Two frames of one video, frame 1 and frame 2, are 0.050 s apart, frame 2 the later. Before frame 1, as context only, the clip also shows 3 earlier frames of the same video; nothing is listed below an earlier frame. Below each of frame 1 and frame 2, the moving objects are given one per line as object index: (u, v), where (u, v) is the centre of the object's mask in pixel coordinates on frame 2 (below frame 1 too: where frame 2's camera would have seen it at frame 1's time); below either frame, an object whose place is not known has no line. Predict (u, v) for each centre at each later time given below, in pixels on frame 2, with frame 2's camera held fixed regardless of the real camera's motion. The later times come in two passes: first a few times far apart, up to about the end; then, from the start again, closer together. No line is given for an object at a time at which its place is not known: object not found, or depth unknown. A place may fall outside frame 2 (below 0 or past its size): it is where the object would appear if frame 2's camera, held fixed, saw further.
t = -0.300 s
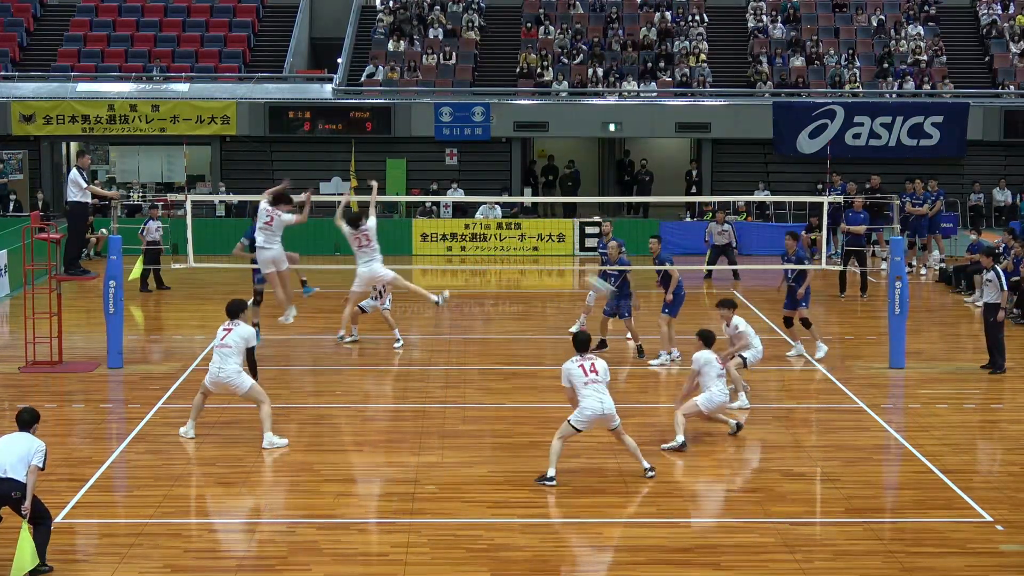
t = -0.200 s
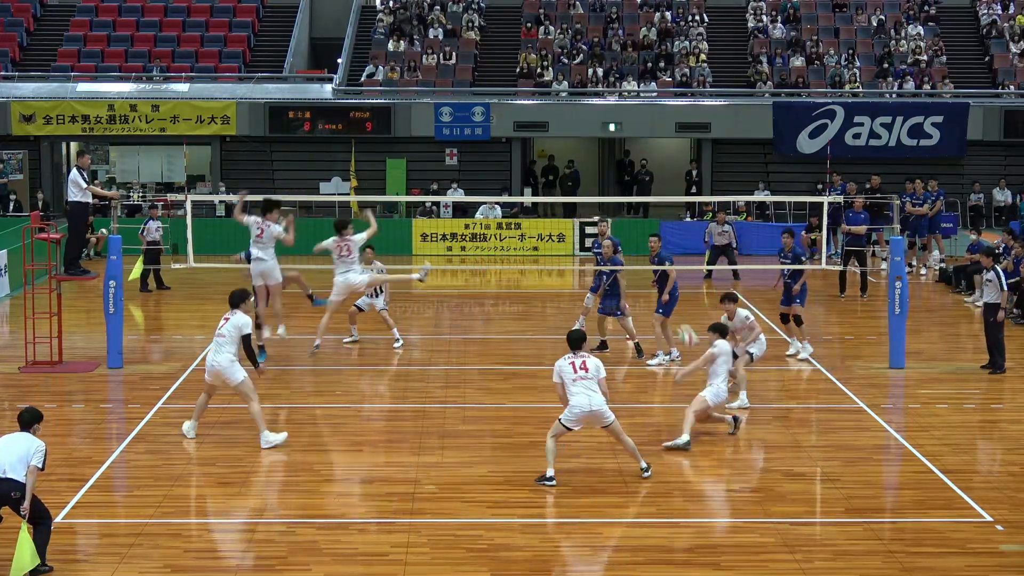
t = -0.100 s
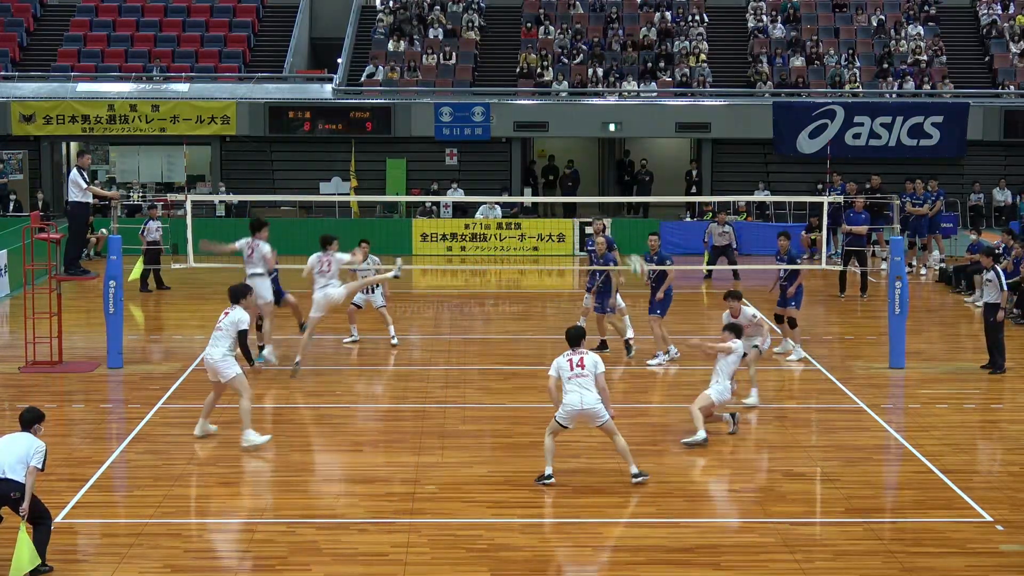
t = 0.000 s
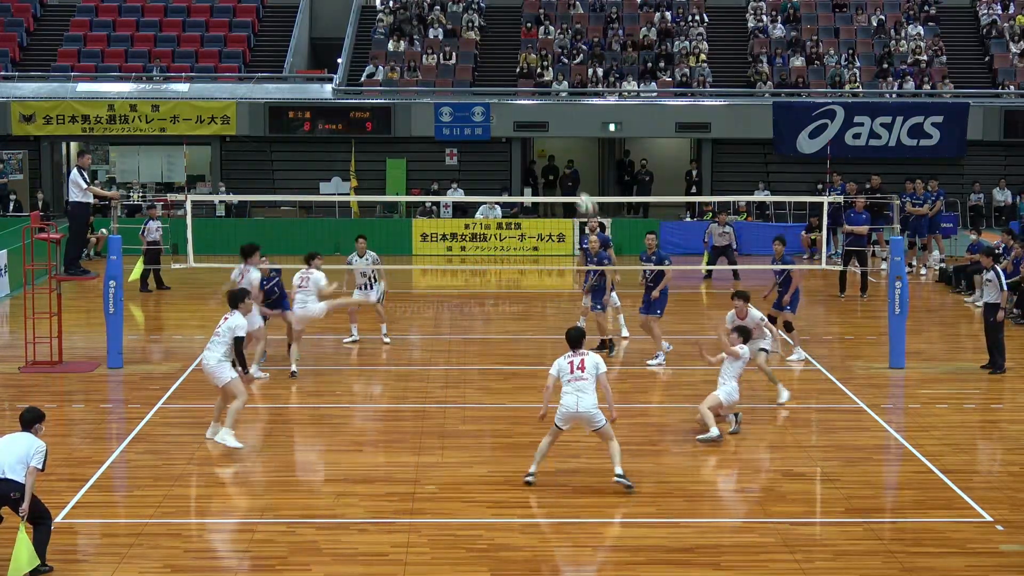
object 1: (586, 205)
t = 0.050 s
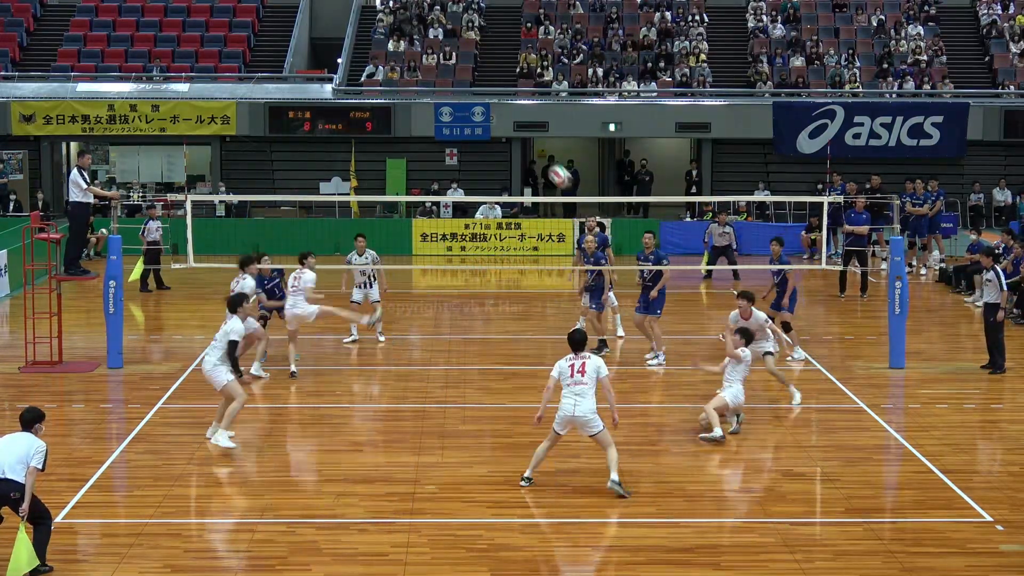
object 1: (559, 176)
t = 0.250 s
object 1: (457, 85)
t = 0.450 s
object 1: (353, 31)
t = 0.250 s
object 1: (457, 85)
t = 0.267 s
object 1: (448, 81)
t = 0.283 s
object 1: (440, 75)
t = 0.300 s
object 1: (432, 69)
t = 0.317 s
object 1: (424, 65)
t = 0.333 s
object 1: (413, 59)
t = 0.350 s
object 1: (407, 53)
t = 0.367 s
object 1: (396, 49)
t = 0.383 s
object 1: (386, 45)
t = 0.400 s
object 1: (377, 41)
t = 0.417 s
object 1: (371, 39)
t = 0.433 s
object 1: (362, 35)
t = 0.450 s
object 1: (353, 31)
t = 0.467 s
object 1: (344, 28)
